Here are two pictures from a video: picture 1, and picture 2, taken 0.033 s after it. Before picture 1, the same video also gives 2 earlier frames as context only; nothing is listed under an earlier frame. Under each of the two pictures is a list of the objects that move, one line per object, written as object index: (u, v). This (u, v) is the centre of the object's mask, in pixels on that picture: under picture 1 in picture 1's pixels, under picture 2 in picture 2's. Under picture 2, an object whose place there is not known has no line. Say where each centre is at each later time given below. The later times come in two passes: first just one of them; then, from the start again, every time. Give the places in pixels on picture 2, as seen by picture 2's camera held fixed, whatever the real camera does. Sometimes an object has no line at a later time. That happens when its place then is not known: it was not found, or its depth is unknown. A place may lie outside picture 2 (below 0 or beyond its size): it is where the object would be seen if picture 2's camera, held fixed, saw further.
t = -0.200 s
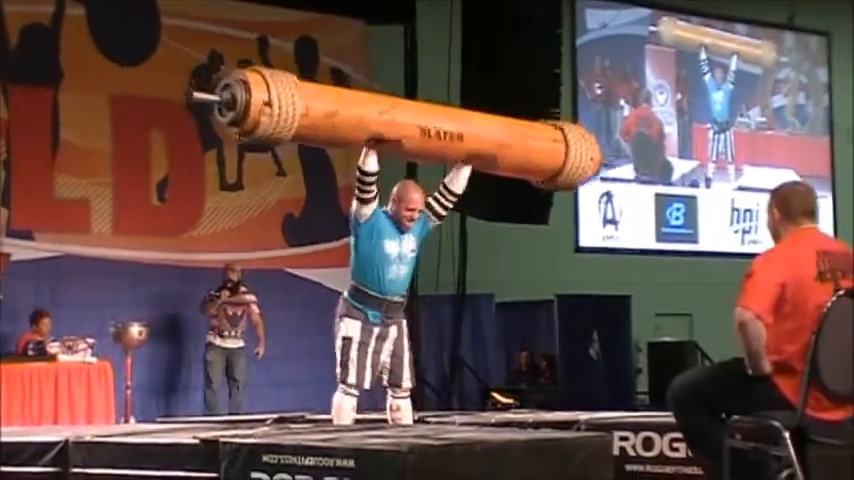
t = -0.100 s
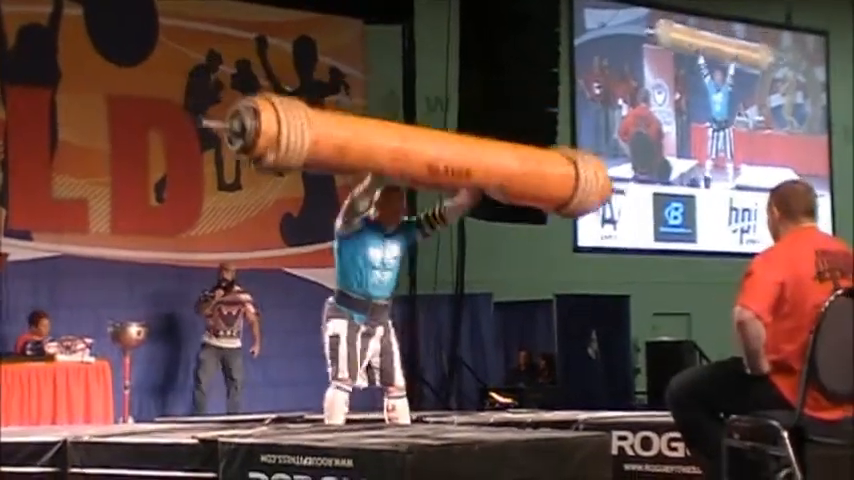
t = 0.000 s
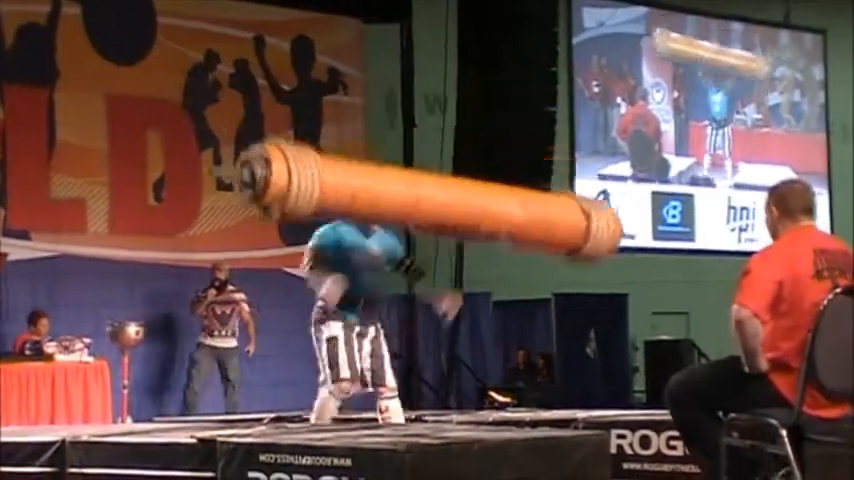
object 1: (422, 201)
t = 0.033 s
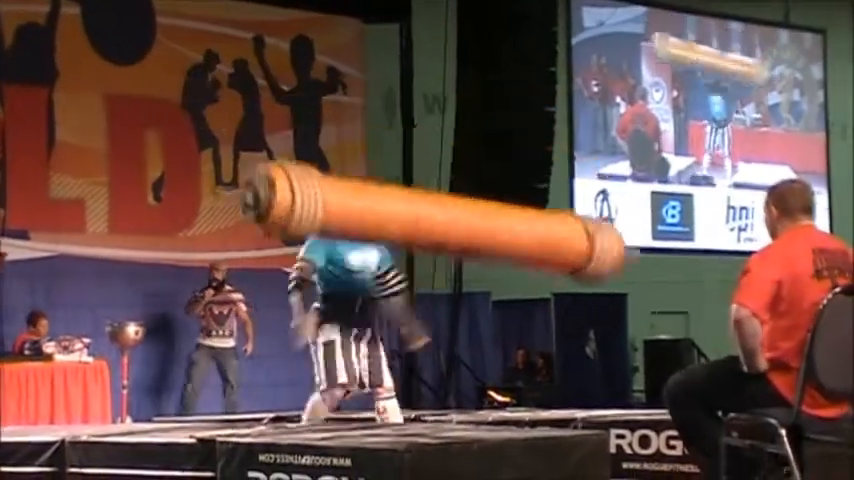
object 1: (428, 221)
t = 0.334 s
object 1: (459, 389)
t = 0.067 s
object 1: (433, 244)
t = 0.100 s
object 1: (439, 269)
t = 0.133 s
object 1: (446, 297)
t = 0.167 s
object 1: (450, 326)
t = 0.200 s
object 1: (453, 356)
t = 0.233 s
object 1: (455, 387)
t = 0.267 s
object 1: (463, 401)
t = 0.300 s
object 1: (467, 397)
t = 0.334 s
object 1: (459, 389)
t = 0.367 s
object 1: (457, 377)
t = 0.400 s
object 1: (459, 368)
